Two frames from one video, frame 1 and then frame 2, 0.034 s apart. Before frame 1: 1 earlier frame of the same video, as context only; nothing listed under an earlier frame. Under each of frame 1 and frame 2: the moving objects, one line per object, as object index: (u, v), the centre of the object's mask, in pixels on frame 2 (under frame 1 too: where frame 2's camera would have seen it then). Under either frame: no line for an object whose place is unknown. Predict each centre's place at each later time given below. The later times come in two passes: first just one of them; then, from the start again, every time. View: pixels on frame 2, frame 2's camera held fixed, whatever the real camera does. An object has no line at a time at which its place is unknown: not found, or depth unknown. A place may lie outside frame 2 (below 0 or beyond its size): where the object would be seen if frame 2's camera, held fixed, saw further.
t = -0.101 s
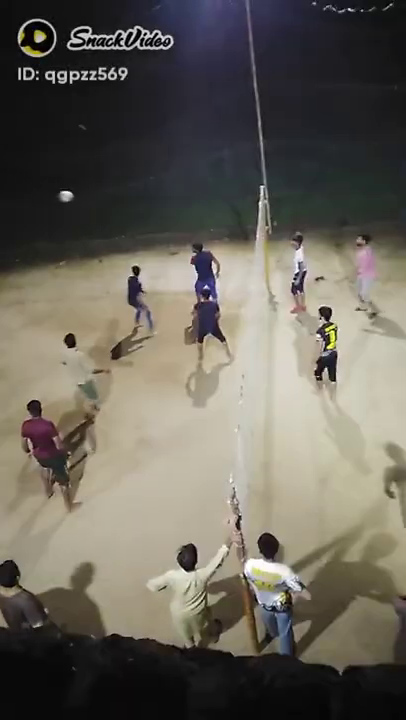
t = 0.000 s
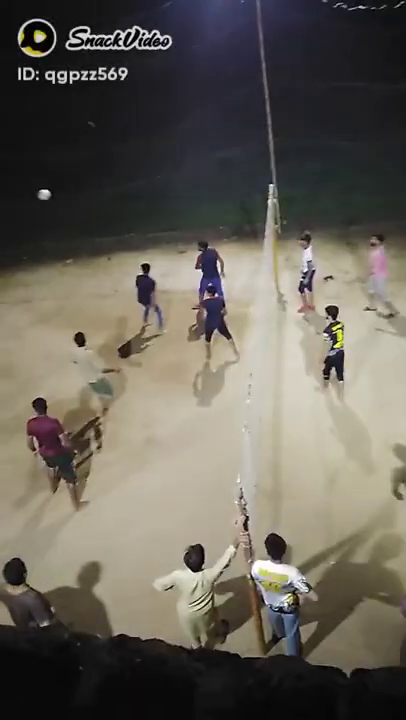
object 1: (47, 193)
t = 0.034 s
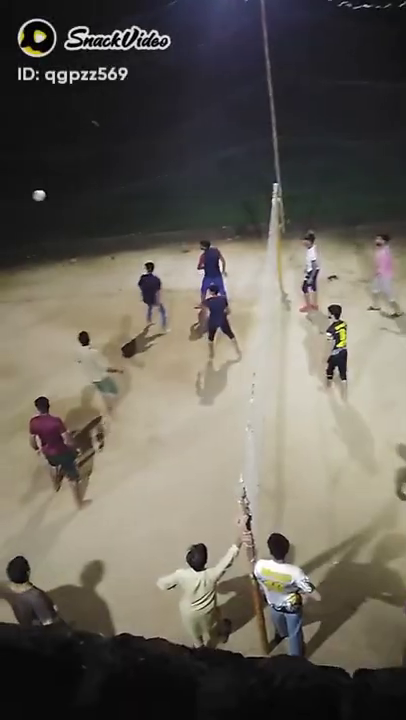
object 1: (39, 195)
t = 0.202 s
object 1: (-2, 215)
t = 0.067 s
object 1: (30, 198)
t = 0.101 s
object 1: (21, 201)
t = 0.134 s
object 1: (12, 205)
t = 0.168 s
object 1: (5, 210)
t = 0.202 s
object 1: (-2, 215)
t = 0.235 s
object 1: (-10, 220)
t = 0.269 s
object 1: (-17, 227)
